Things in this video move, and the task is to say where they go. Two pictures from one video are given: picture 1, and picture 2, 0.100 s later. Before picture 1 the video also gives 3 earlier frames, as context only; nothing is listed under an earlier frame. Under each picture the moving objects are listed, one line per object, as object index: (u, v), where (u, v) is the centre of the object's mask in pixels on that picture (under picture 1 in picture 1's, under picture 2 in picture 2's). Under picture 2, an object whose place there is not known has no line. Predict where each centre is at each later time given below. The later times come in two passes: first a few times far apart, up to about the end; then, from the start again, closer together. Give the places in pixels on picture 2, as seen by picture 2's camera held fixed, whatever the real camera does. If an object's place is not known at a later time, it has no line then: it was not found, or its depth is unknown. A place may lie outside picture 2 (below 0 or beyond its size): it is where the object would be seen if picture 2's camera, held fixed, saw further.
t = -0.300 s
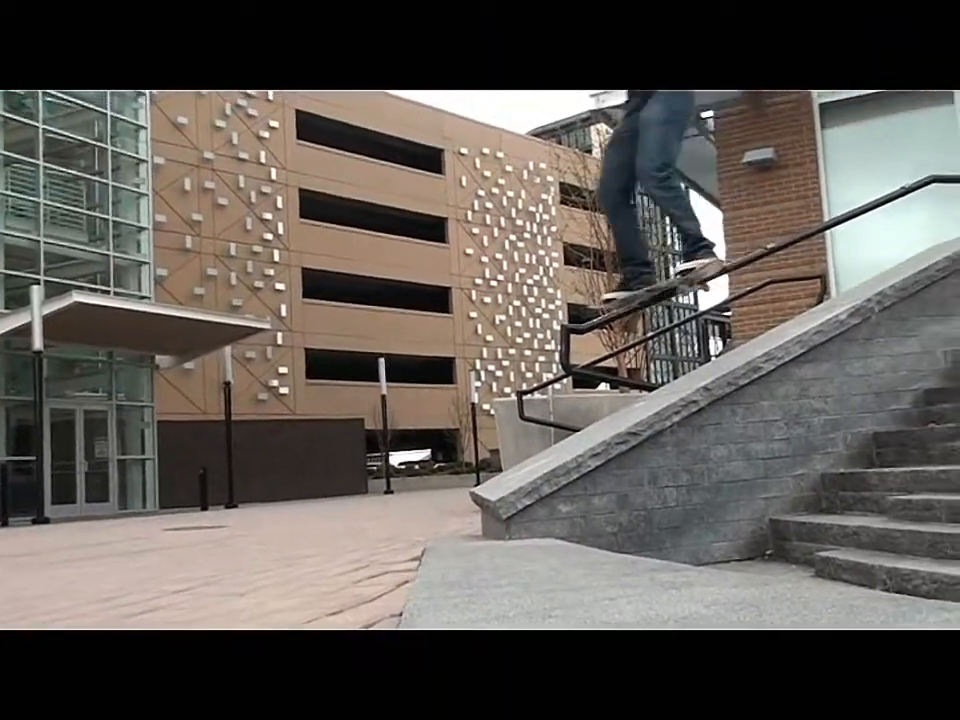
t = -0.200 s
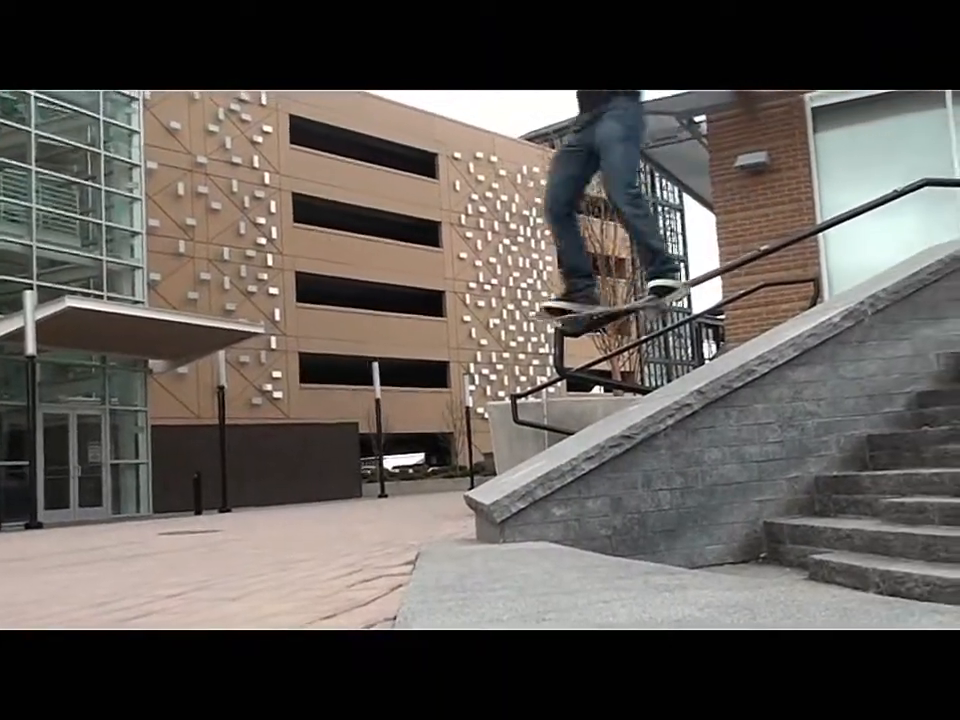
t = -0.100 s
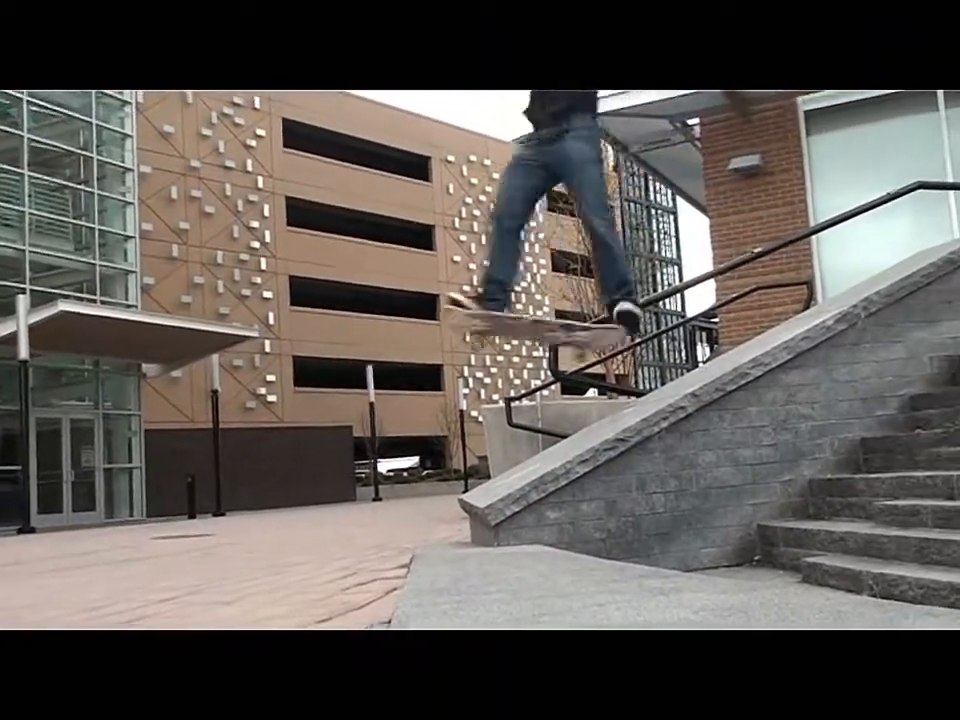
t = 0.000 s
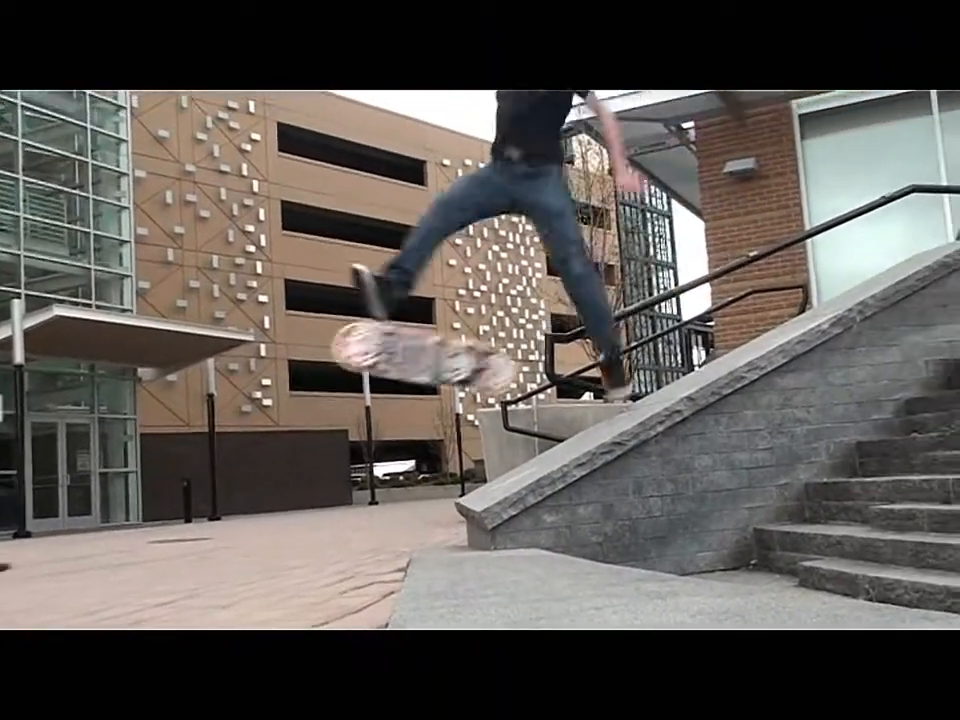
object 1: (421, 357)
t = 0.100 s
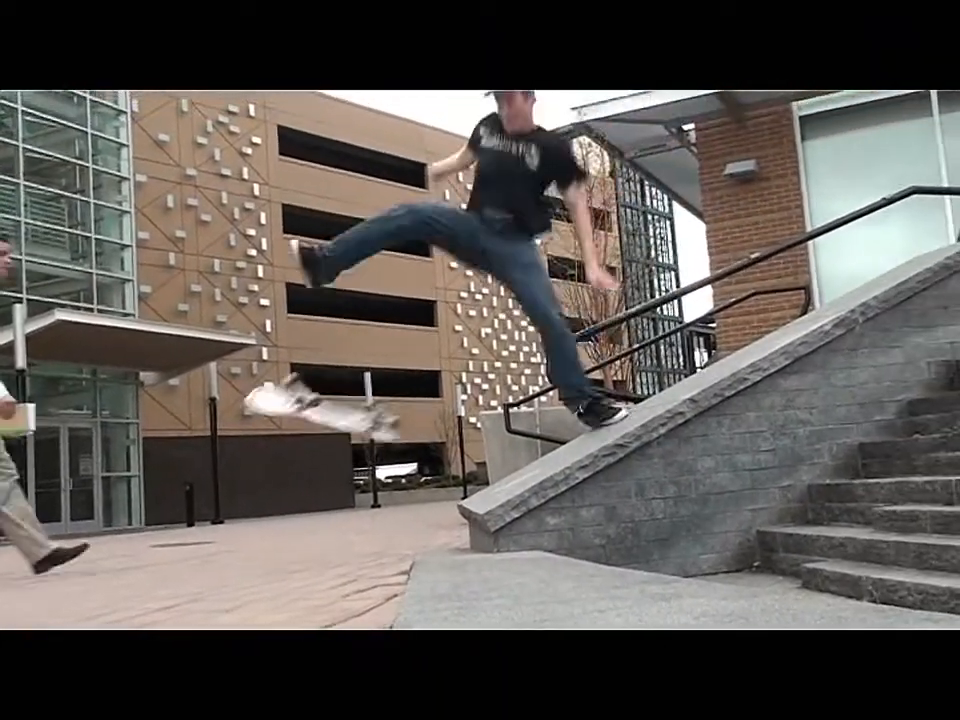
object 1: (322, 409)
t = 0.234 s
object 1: (188, 530)
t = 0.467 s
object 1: (-1, 574)
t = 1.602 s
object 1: (-216, 606)
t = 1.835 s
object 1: (-209, 605)
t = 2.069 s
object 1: (-203, 604)
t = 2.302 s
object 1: (-199, 602)
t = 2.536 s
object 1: (-191, 602)
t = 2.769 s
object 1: (-188, 601)
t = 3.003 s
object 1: (-188, 601)
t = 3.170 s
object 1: (-189, 601)
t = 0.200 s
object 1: (225, 495)
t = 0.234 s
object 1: (188, 530)
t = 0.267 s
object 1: (155, 551)
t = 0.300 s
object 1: (126, 549)
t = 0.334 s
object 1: (96, 550)
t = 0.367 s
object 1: (68, 553)
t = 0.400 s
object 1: (31, 565)
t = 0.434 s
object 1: (11, 570)
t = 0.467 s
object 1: (-1, 574)
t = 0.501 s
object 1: (-17, 557)
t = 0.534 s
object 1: (-34, 548)
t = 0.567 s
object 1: (-50, 540)
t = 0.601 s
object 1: (-65, 534)
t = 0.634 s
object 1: (-81, 531)
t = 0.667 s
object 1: (-98, 534)
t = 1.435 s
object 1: (-220, 606)
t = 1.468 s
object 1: (-218, 606)
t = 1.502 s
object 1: (-217, 606)
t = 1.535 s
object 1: (-217, 606)
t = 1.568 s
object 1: (-216, 606)
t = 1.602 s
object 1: (-216, 606)
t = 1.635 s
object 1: (-215, 606)
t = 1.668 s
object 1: (-213, 606)
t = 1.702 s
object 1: (-213, 606)
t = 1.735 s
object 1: (-212, 605)
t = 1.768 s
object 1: (-211, 605)
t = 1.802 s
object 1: (-211, 605)
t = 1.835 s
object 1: (-209, 605)
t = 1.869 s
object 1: (-209, 605)
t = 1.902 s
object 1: (-208, 605)
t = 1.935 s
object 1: (-207, 605)
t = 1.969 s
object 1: (-207, 605)
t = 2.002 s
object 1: (-206, 605)
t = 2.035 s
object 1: (-204, 605)
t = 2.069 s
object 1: (-203, 604)
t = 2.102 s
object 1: (-202, 604)
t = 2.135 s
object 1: (-202, 605)
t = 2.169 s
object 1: (-200, 605)
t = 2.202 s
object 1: (-199, 604)
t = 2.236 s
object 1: (-199, 604)
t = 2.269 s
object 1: (-199, 603)
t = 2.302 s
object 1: (-199, 602)
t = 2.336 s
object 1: (-198, 602)
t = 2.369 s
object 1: (-197, 603)
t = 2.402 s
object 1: (-197, 603)
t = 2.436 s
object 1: (-194, 603)
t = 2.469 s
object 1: (-194, 602)
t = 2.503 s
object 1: (-192, 602)
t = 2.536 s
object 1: (-191, 602)
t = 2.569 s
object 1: (-188, 602)
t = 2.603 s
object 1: (-189, 602)
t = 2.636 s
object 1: (-187, 602)
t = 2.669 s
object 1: (-188, 602)
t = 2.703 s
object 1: (-188, 602)
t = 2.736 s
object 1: (-188, 602)
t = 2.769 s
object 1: (-188, 601)
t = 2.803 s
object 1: (-188, 601)
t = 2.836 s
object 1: (-188, 601)
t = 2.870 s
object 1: (-188, 601)
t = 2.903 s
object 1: (-188, 601)
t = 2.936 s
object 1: (-188, 601)
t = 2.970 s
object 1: (-188, 601)
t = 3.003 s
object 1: (-188, 601)
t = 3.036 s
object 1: (-189, 600)
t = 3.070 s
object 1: (-188, 600)
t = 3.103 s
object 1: (-189, 600)
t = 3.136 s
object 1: (-189, 600)
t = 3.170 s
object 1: (-189, 601)
